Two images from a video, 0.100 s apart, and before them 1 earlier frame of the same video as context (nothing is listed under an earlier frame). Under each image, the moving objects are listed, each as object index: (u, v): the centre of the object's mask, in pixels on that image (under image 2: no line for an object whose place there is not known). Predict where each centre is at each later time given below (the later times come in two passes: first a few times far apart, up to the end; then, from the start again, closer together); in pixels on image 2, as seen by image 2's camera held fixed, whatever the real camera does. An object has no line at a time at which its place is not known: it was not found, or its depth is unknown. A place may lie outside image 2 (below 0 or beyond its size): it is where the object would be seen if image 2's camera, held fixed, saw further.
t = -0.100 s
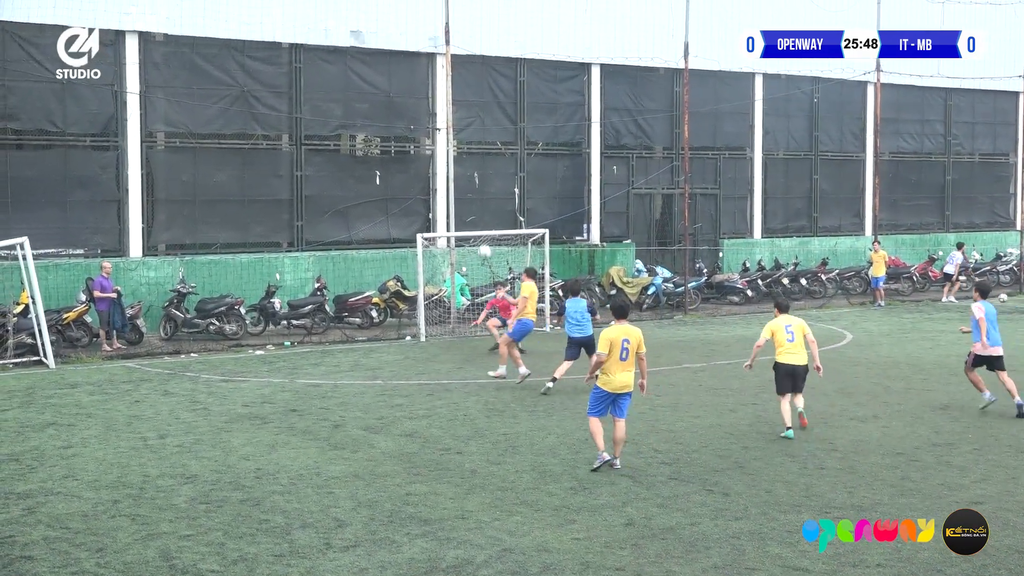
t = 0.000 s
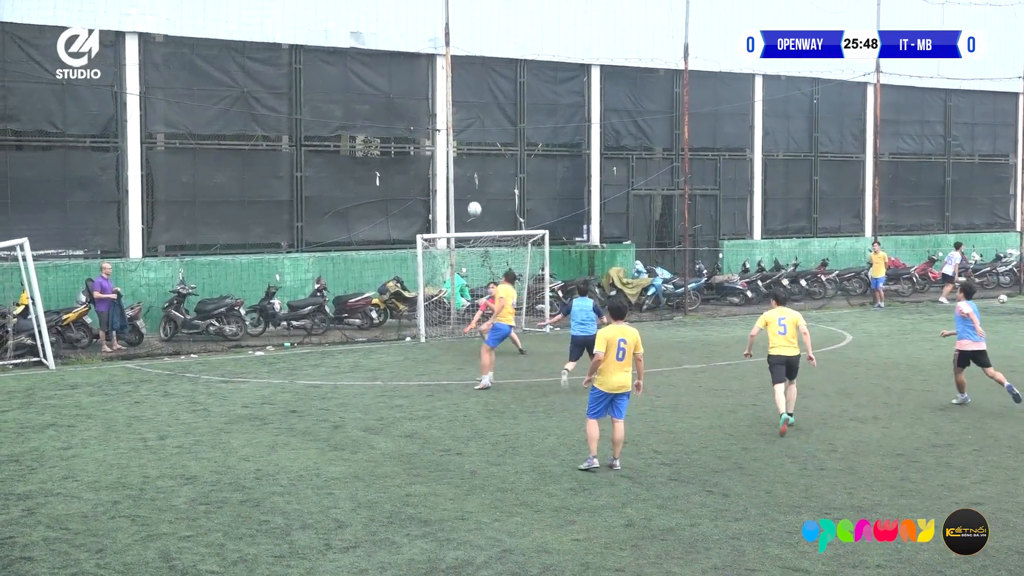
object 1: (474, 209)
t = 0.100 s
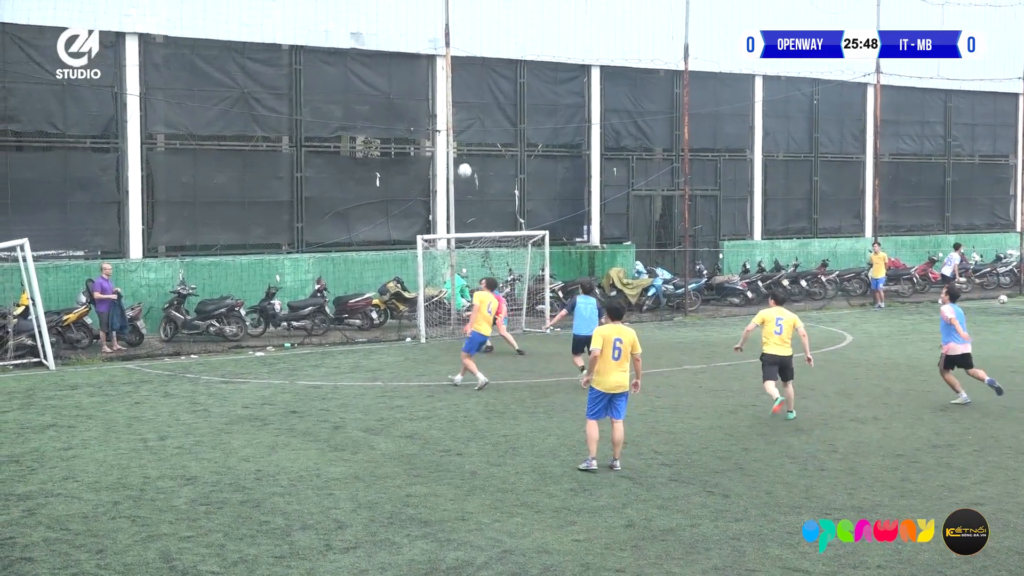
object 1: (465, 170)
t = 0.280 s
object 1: (446, 114)
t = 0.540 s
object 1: (417, 65)
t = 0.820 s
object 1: (386, 57)
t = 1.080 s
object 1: (356, 95)
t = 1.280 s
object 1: (333, 155)
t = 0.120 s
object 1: (463, 163)
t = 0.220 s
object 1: (453, 131)
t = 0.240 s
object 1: (451, 125)
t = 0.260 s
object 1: (448, 119)
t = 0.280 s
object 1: (446, 114)
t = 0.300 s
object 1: (444, 109)
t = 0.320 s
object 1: (441, 104)
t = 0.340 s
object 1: (439, 100)
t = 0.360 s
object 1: (436, 95)
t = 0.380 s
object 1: (435, 90)
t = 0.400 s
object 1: (432, 86)
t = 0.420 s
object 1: (431, 83)
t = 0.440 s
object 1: (429, 79)
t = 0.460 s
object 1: (427, 76)
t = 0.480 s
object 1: (424, 72)
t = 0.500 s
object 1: (422, 69)
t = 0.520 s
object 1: (420, 67)
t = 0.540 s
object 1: (417, 65)
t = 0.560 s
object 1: (415, 62)
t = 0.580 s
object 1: (413, 61)
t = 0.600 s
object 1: (411, 59)
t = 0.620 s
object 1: (409, 58)
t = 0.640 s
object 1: (407, 57)
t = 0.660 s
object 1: (404, 56)
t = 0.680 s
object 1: (402, 55)
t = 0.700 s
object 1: (400, 55)
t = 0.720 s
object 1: (397, 55)
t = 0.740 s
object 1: (395, 55)
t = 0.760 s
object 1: (393, 54)
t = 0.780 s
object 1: (390, 55)
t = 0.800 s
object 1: (388, 56)
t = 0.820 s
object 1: (386, 57)
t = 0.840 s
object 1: (384, 58)
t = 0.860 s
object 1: (381, 60)
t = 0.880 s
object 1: (379, 62)
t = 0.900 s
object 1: (377, 64)
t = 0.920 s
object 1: (375, 66)
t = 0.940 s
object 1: (372, 69)
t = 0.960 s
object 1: (370, 72)
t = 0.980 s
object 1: (368, 75)
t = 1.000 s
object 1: (365, 79)
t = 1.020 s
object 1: (363, 83)
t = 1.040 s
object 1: (361, 86)
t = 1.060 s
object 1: (358, 91)
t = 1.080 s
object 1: (356, 95)
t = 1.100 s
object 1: (354, 100)
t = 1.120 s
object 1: (351, 105)
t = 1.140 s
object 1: (349, 110)
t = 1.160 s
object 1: (347, 116)
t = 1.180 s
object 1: (344, 122)
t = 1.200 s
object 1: (342, 128)
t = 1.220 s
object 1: (340, 134)
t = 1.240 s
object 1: (338, 141)
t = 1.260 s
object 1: (335, 148)
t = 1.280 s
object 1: (333, 155)
